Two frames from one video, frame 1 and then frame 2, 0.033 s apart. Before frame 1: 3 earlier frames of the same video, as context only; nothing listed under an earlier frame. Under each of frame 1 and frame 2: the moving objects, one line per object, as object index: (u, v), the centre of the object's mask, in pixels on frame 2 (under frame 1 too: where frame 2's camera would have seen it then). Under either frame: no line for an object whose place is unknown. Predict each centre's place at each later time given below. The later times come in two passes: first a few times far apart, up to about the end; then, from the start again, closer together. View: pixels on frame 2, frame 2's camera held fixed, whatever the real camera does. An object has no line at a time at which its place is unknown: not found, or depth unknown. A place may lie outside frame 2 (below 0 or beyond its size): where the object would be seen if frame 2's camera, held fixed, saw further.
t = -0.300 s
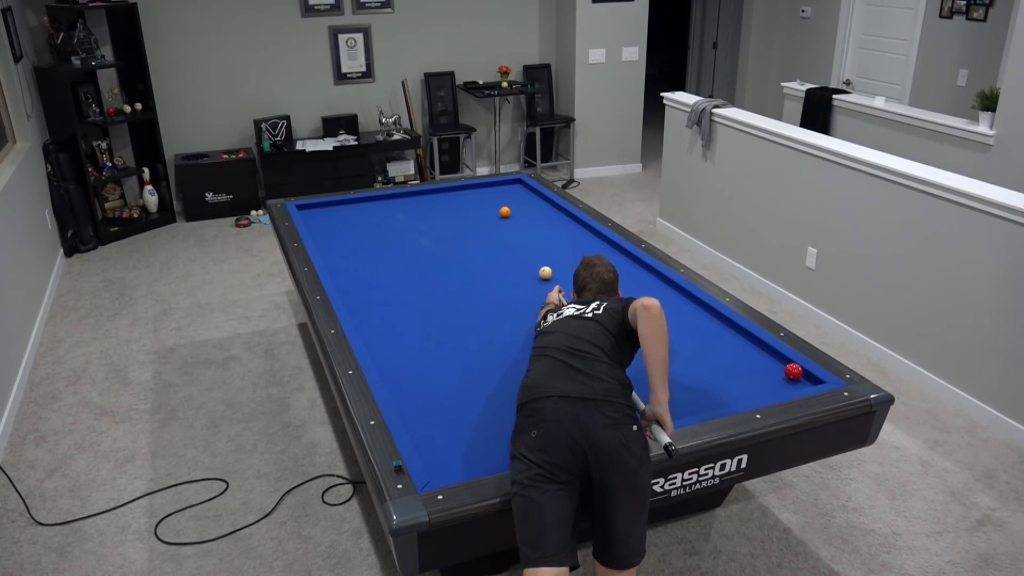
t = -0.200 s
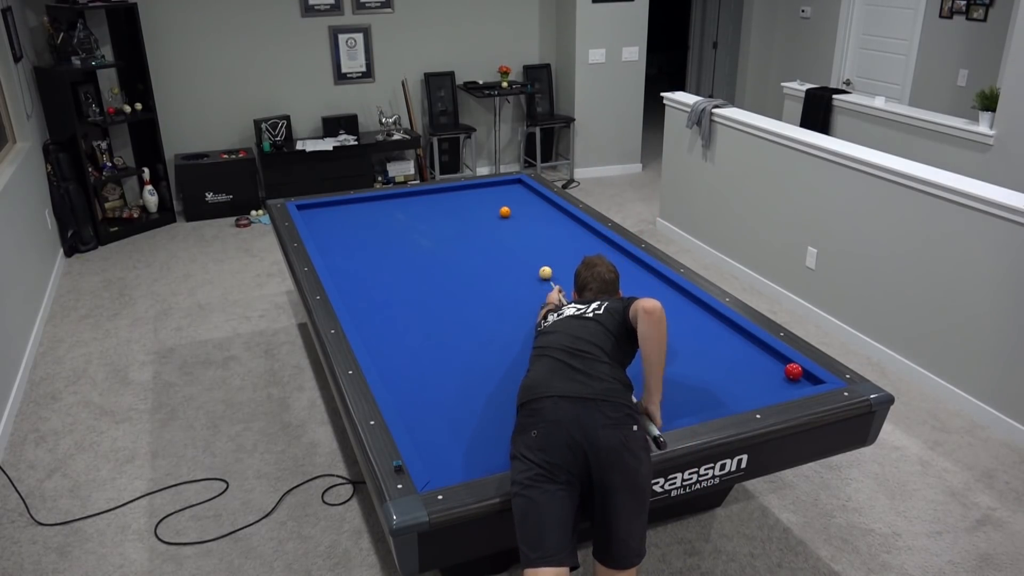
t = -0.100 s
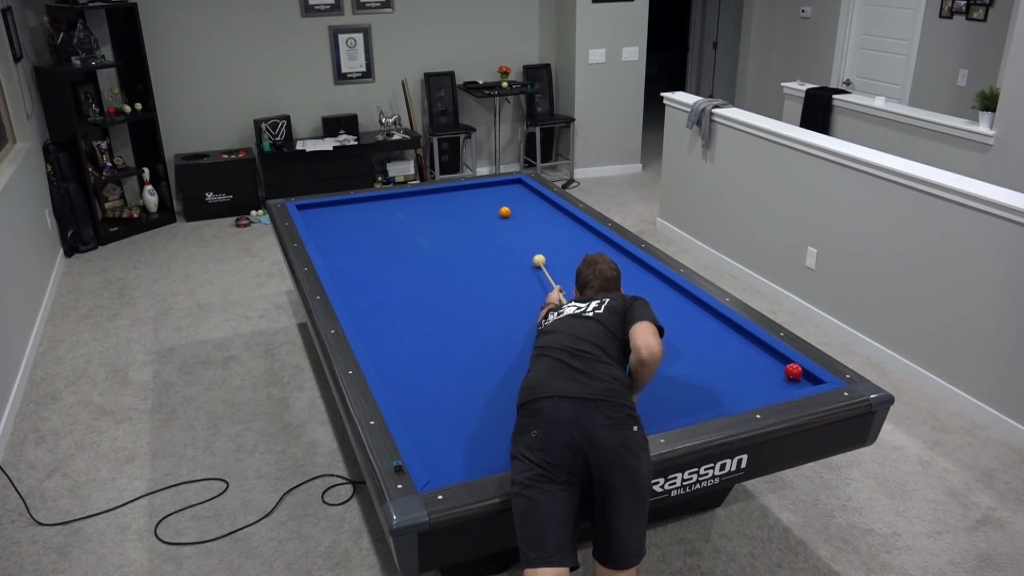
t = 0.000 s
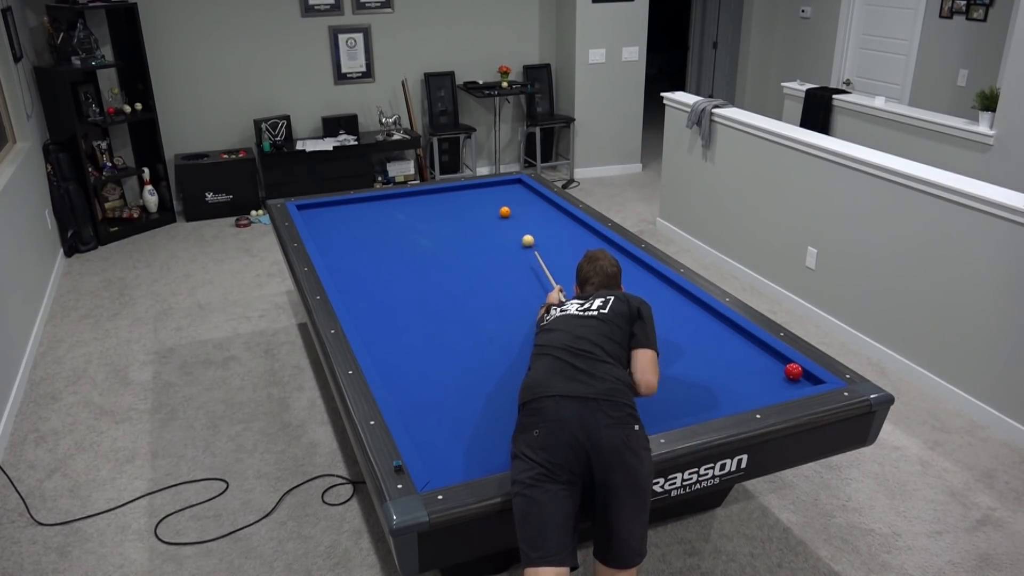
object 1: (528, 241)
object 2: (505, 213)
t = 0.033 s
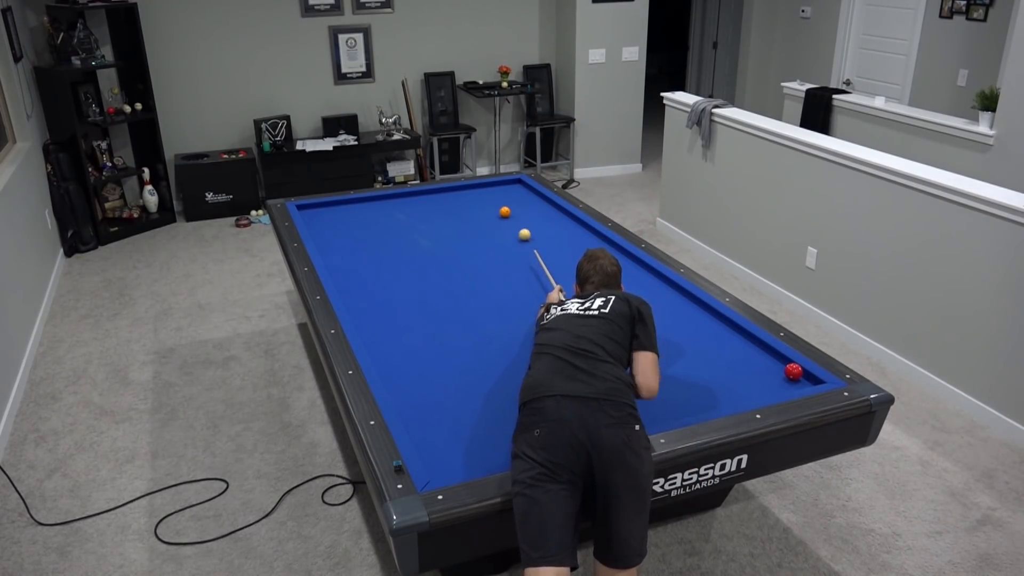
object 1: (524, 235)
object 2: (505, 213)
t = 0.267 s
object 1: (532, 206)
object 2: (477, 205)
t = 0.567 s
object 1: (499, 192)
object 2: (429, 194)
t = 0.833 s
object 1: (461, 192)
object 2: (425, 208)
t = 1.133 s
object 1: (431, 207)
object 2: (418, 222)
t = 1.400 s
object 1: (401, 222)
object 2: (412, 236)
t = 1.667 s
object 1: (369, 238)
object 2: (406, 251)
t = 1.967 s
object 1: (330, 258)
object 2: (397, 270)
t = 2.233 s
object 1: (359, 267)
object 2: (389, 287)
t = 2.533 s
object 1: (398, 278)
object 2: (378, 310)
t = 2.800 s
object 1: (434, 288)
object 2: (368, 332)
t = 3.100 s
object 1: (476, 299)
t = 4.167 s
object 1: (644, 345)
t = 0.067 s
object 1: (521, 229)
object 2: (505, 213)
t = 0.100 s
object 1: (518, 224)
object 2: (505, 213)
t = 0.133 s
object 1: (515, 218)
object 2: (504, 212)
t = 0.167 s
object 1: (514, 214)
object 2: (502, 212)
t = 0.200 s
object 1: (521, 211)
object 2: (494, 209)
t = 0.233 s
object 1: (526, 209)
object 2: (485, 207)
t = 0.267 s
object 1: (532, 206)
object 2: (477, 205)
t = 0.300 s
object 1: (536, 203)
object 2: (470, 203)
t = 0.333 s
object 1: (541, 201)
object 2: (463, 201)
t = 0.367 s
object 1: (544, 198)
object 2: (456, 199)
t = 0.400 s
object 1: (536, 198)
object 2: (449, 197)
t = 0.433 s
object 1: (528, 197)
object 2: (443, 195)
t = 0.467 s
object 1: (520, 196)
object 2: (437, 193)
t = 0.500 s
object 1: (513, 195)
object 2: (431, 192)
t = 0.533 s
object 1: (506, 194)
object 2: (429, 192)
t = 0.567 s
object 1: (499, 192)
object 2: (429, 194)
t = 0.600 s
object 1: (493, 191)
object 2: (429, 196)
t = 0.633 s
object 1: (487, 190)
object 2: (429, 198)
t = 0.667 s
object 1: (480, 188)
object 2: (428, 200)
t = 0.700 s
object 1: (475, 187)
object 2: (428, 201)
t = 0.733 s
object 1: (469, 186)
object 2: (427, 203)
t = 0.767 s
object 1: (466, 188)
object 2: (427, 204)
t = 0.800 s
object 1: (463, 190)
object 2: (426, 206)
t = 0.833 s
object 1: (461, 192)
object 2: (425, 208)
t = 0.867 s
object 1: (458, 194)
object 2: (424, 209)
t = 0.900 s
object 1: (454, 196)
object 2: (424, 211)
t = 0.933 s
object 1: (451, 197)
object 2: (423, 212)
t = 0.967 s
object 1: (448, 199)
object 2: (422, 214)
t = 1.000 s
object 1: (445, 201)
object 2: (421, 215)
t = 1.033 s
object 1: (441, 202)
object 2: (421, 217)
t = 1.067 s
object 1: (438, 204)
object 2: (420, 219)
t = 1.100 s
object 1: (434, 206)
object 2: (419, 220)
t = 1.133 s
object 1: (431, 207)
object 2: (418, 222)
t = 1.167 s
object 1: (427, 209)
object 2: (418, 224)
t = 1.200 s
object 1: (424, 211)
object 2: (417, 226)
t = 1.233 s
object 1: (420, 213)
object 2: (416, 227)
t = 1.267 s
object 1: (417, 214)
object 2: (415, 229)
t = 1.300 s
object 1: (413, 216)
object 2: (415, 230)
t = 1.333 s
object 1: (409, 218)
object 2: (414, 232)
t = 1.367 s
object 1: (405, 220)
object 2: (413, 234)
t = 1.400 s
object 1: (401, 222)
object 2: (412, 236)
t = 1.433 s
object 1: (398, 224)
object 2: (411, 238)
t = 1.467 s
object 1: (394, 226)
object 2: (411, 240)
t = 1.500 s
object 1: (390, 228)
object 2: (409, 241)
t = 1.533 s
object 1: (386, 230)
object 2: (409, 244)
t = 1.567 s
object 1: (382, 232)
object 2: (408, 245)
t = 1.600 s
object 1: (378, 234)
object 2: (407, 247)
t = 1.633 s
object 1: (374, 236)
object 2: (406, 249)
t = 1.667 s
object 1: (369, 238)
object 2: (406, 251)
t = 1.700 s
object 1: (365, 240)
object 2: (404, 253)
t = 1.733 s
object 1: (361, 242)
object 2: (404, 255)
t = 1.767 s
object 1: (356, 244)
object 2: (403, 257)
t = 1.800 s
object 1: (352, 247)
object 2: (402, 259)
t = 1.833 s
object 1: (348, 249)
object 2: (401, 261)
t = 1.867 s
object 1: (343, 251)
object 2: (400, 263)
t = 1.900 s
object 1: (339, 253)
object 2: (399, 265)
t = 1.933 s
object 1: (334, 255)
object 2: (398, 267)
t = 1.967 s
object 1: (330, 258)
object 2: (397, 270)
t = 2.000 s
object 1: (328, 259)
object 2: (396, 272)
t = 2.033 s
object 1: (333, 260)
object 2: (395, 274)
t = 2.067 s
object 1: (338, 262)
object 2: (394, 276)
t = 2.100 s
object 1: (343, 263)
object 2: (393, 278)
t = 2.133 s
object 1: (347, 264)
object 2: (392, 281)
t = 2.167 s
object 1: (351, 265)
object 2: (391, 283)
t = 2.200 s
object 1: (355, 266)
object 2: (390, 285)
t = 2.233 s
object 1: (359, 267)
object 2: (389, 287)
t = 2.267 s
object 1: (364, 268)
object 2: (388, 290)
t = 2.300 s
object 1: (368, 269)
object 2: (386, 292)
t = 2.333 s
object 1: (372, 271)
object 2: (385, 295)
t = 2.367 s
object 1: (376, 272)
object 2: (384, 297)
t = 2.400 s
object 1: (381, 273)
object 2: (383, 300)
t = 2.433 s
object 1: (385, 274)
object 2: (382, 302)
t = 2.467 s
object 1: (389, 275)
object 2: (381, 305)
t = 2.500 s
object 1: (394, 277)
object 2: (379, 307)
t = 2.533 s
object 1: (398, 278)
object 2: (378, 310)
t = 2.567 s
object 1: (402, 279)
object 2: (377, 312)
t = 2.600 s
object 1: (407, 280)
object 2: (376, 315)
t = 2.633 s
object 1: (411, 282)
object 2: (375, 318)
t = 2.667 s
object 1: (416, 283)
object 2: (374, 320)
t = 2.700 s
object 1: (420, 284)
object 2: (372, 323)
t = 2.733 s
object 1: (425, 285)
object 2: (371, 326)
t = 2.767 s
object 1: (429, 286)
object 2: (370, 329)
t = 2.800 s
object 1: (434, 288)
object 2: (368, 332)
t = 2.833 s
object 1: (438, 289)
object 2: (367, 334)
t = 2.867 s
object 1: (443, 290)
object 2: (367, 337)
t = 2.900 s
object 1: (448, 292)
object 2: (370, 339)
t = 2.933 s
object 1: (452, 293)
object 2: (373, 341)
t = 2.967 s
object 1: (457, 294)
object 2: (375, 343)
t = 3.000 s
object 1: (462, 295)
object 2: (378, 345)
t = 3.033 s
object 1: (467, 297)
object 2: (380, 347)
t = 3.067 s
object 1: (471, 298)
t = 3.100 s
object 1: (476, 299)
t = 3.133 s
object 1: (480, 301)
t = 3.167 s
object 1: (485, 302)
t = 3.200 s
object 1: (488, 303)
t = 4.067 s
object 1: (630, 340)
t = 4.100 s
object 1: (633, 342)
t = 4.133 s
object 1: (638, 344)
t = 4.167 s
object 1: (644, 345)
